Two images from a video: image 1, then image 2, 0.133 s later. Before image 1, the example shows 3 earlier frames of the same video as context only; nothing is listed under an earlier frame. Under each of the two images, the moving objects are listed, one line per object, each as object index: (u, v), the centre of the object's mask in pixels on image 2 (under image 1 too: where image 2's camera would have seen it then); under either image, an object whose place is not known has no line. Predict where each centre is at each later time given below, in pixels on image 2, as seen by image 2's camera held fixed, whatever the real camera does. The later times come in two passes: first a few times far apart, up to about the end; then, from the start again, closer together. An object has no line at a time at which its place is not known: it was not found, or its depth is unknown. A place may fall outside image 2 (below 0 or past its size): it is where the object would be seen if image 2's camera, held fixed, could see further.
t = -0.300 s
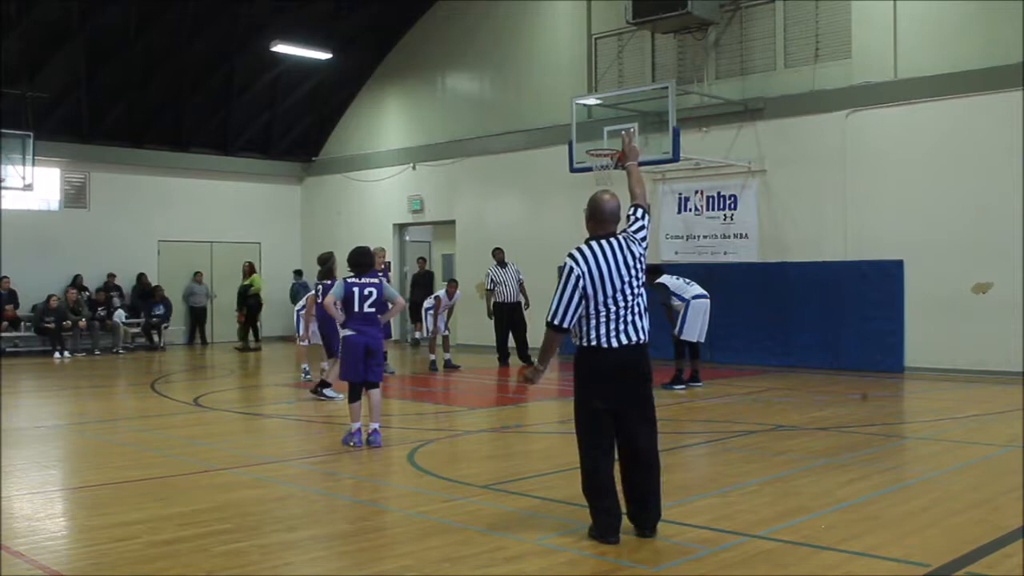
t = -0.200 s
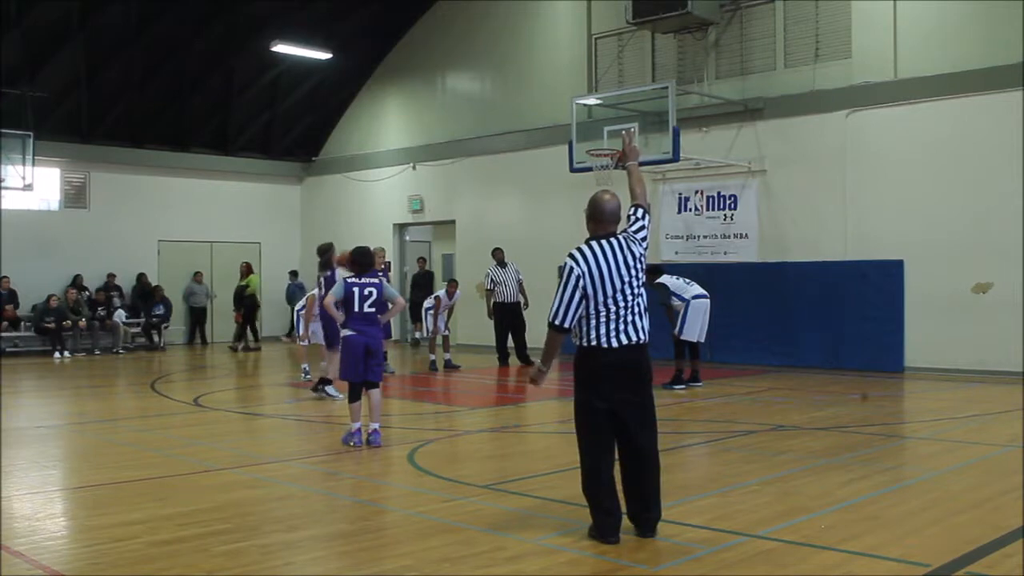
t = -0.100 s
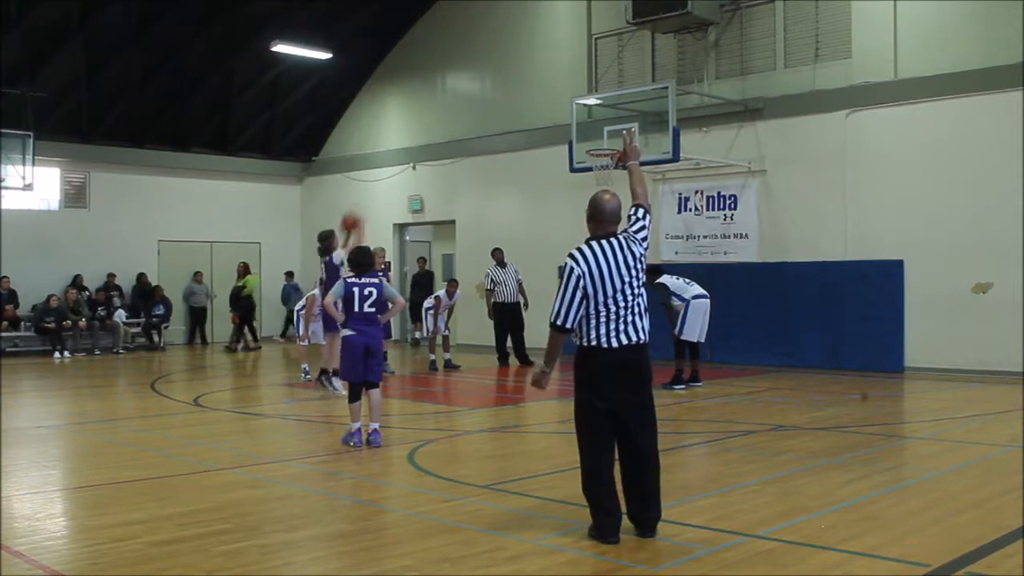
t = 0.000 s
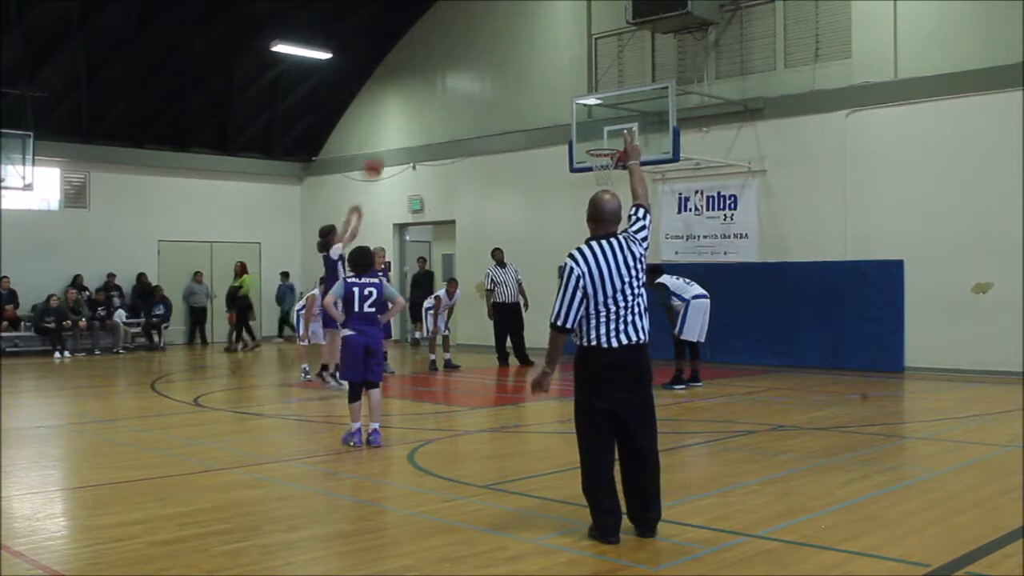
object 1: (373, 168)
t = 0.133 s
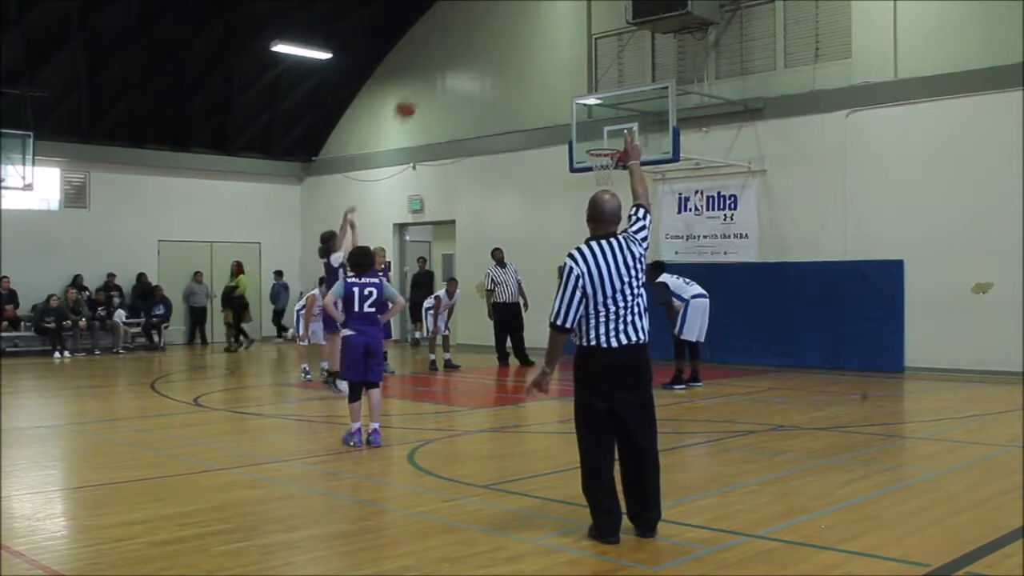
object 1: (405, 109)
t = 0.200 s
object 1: (420, 86)
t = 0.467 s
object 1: (478, 35)
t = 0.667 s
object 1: (520, 35)
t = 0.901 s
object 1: (563, 71)
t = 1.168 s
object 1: (605, 135)
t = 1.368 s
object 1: (614, 117)
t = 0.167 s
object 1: (413, 98)
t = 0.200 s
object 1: (420, 86)
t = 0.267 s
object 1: (436, 66)
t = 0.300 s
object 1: (444, 59)
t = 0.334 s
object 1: (451, 53)
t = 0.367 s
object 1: (457, 46)
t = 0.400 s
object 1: (465, 41)
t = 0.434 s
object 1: (472, 37)
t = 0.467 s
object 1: (478, 35)
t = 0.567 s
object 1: (500, 30)
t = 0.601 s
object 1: (506, 31)
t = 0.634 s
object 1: (513, 33)
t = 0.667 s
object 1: (520, 35)
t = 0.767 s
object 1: (539, 45)
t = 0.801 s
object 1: (545, 50)
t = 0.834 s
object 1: (551, 57)
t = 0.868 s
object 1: (557, 63)
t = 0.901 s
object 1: (563, 71)
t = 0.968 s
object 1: (575, 88)
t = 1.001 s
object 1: (581, 97)
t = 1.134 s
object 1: (603, 140)
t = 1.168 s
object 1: (605, 135)
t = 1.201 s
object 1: (606, 130)
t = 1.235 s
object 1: (609, 125)
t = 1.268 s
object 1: (610, 122)
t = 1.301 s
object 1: (611, 121)
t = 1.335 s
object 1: (613, 118)
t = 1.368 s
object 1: (614, 117)
